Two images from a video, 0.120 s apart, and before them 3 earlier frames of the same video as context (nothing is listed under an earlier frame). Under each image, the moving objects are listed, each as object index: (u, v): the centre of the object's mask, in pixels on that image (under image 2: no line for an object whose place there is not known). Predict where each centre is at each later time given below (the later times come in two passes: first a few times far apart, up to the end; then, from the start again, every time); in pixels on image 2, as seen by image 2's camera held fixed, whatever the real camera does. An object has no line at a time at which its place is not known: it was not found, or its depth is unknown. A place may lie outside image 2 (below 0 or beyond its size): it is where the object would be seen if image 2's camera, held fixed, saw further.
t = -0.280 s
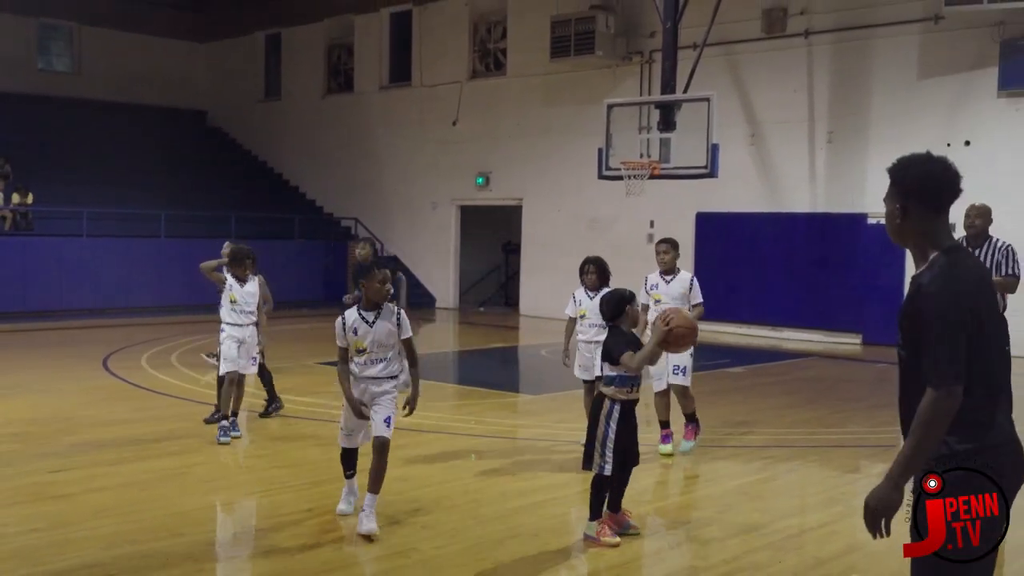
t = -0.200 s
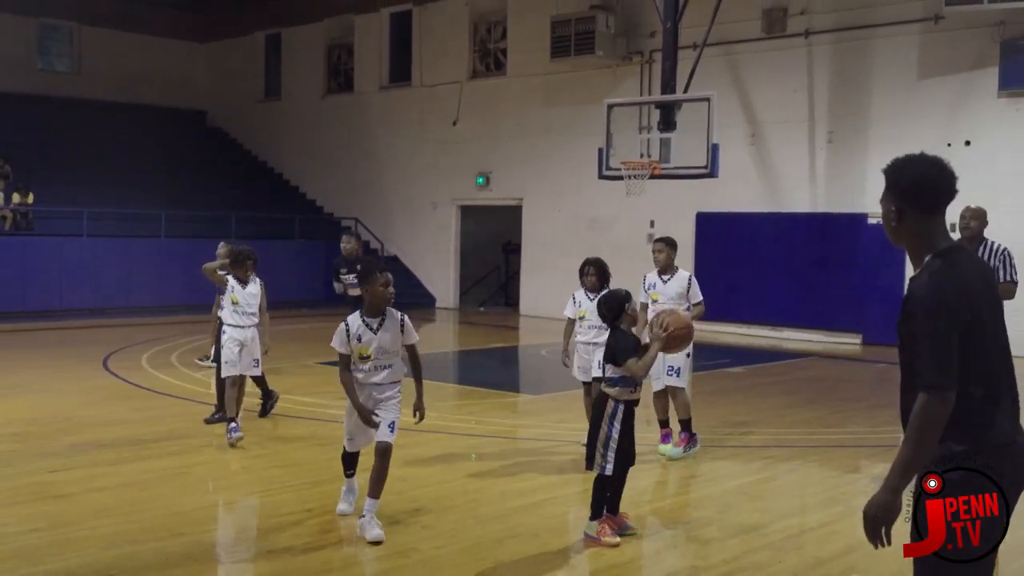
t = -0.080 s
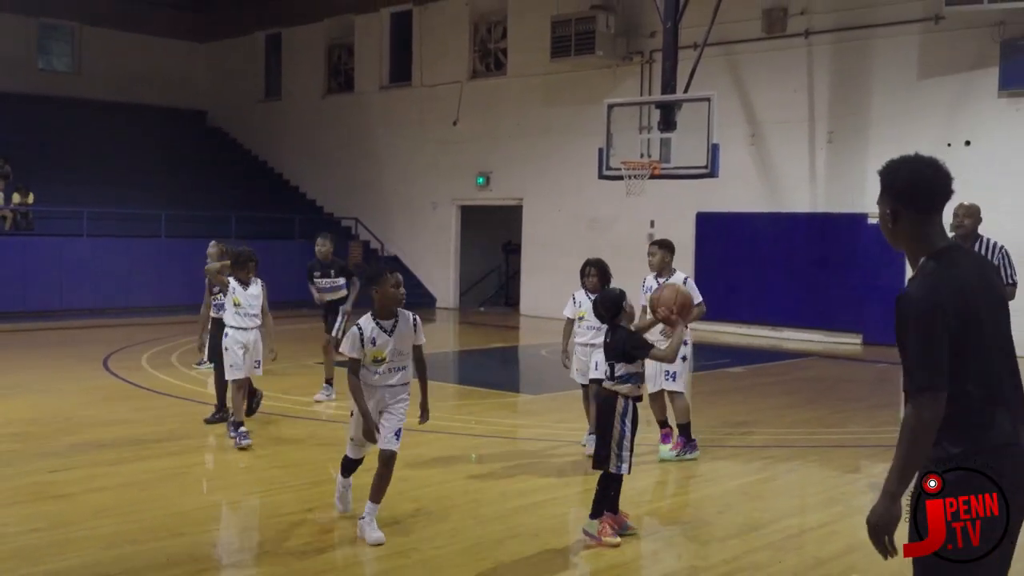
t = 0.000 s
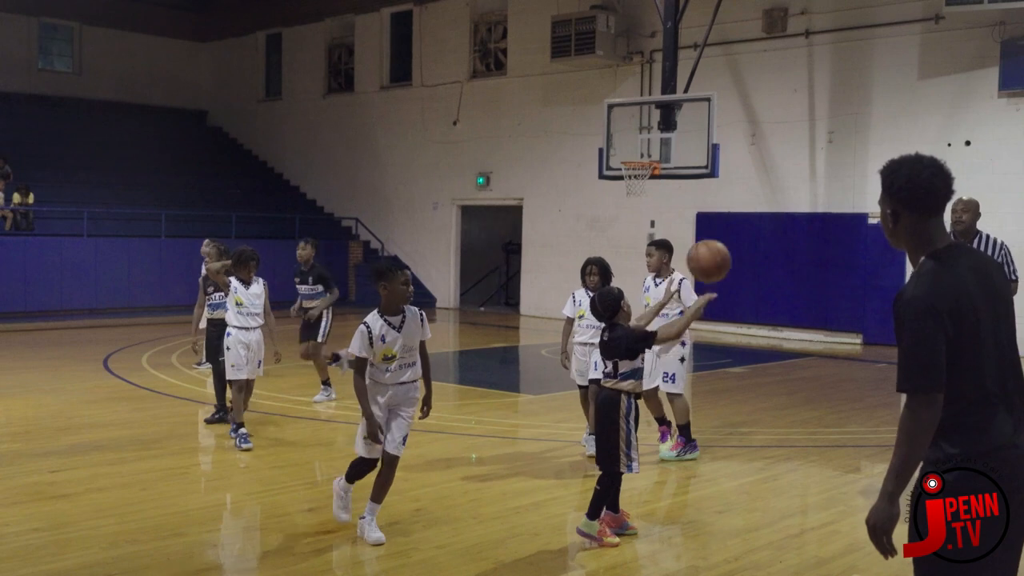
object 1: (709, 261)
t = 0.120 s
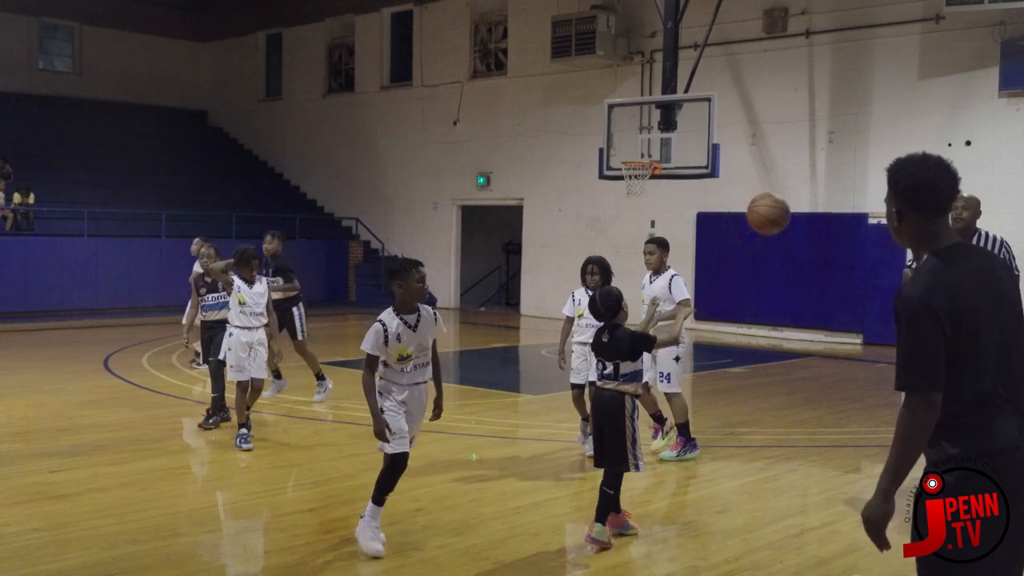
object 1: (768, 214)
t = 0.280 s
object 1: (840, 191)
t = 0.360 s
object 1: (873, 197)
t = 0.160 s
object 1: (786, 204)
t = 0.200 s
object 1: (805, 197)
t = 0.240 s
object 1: (823, 192)
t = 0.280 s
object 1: (840, 191)
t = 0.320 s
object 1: (856, 193)
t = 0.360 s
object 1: (873, 197)
